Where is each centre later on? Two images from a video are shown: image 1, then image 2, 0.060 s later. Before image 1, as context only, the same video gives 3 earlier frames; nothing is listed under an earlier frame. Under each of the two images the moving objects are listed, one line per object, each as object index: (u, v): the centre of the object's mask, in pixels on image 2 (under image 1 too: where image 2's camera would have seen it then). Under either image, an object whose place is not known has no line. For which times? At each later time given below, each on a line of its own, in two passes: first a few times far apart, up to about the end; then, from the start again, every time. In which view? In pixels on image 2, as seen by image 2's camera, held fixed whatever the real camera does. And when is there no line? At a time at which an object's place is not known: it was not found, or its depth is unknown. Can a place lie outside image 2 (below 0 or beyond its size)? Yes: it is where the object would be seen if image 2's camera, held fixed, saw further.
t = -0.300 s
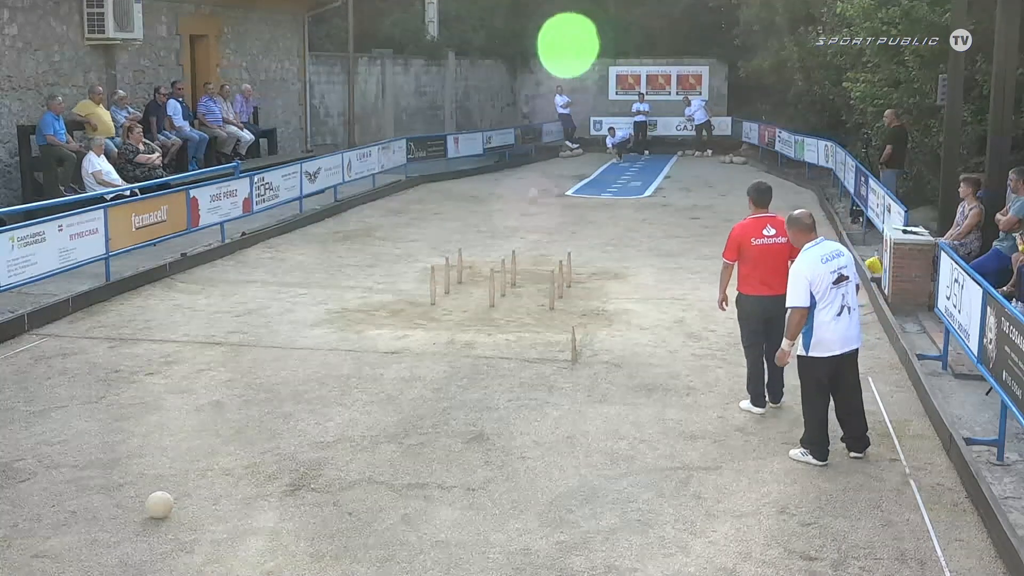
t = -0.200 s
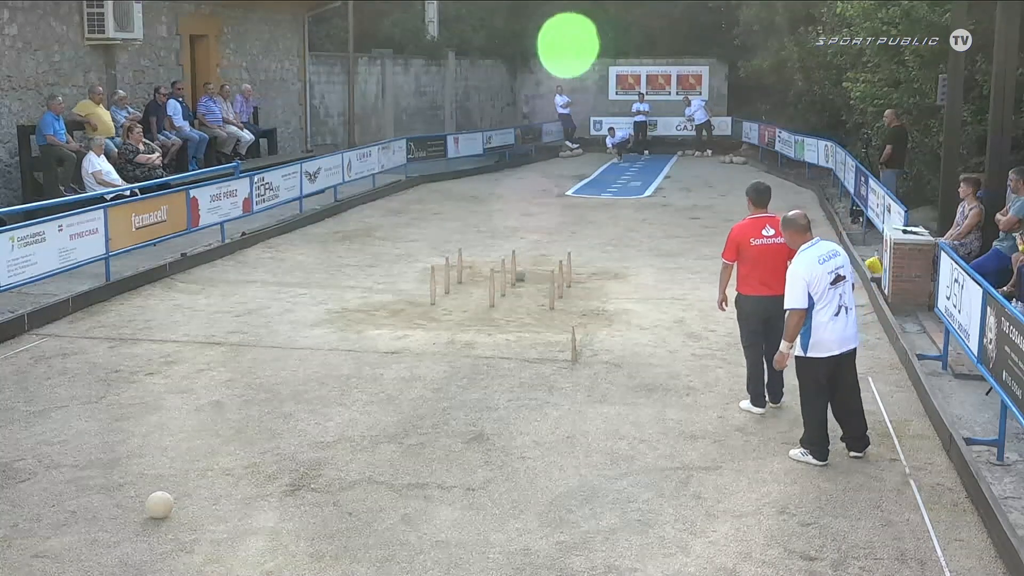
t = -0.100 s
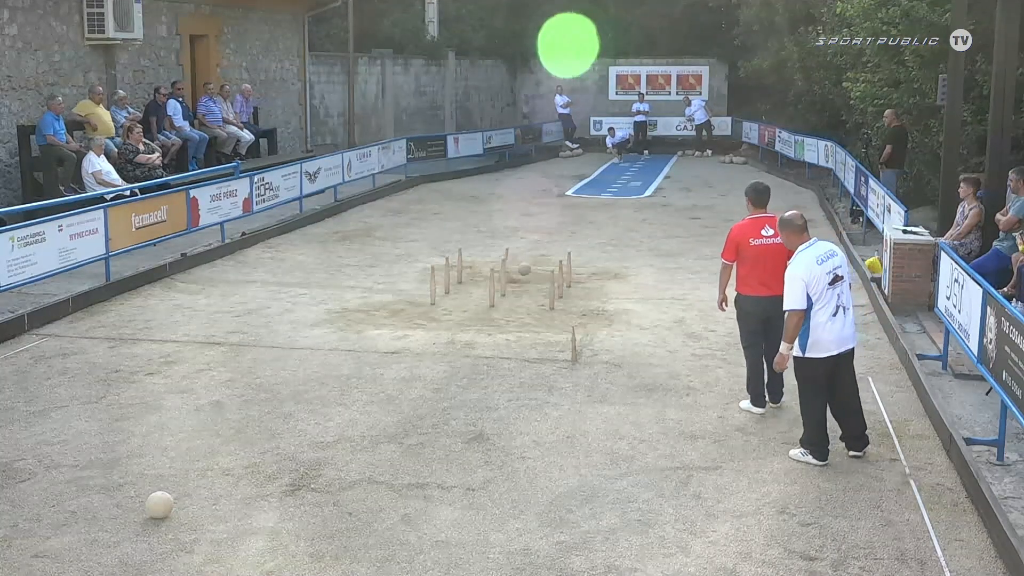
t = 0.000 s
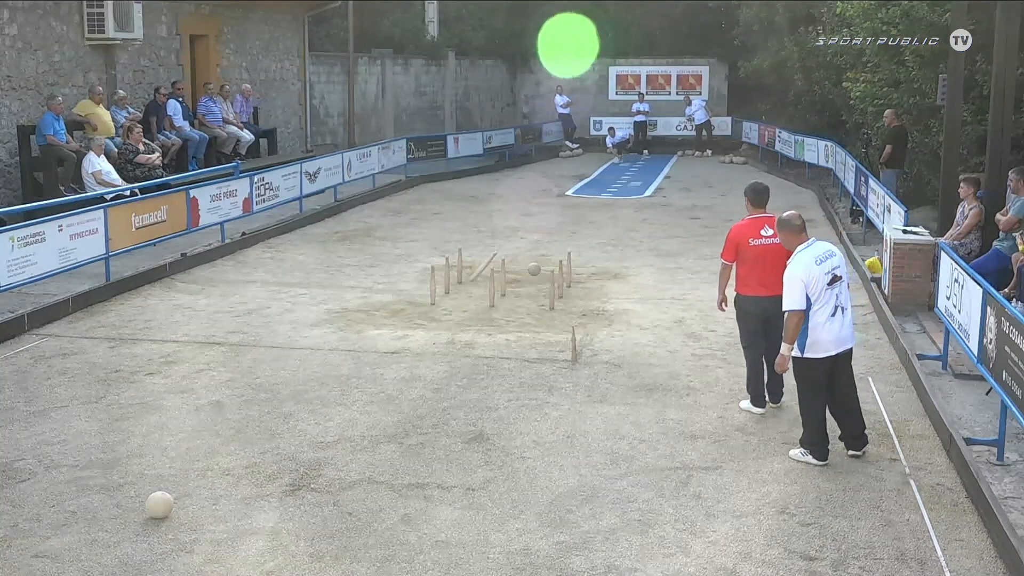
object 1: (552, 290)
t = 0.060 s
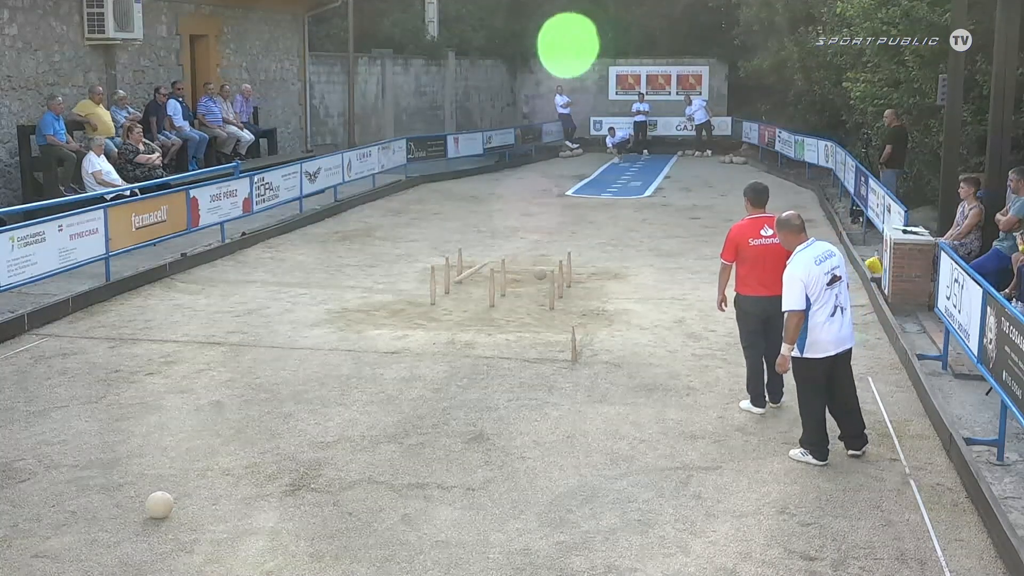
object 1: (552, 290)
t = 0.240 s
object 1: (548, 288)
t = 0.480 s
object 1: (530, 316)
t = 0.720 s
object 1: (518, 330)
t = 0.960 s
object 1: (506, 335)
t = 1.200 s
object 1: (497, 335)
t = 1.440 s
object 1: (491, 335)
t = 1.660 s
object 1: (490, 335)
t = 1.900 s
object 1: (490, 335)
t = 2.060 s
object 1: (490, 335)
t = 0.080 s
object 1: (552, 290)
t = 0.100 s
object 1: (552, 290)
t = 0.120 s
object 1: (552, 290)
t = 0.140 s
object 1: (552, 289)
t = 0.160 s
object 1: (552, 290)
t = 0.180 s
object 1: (552, 290)
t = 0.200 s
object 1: (551, 290)
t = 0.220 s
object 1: (550, 288)
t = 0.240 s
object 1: (548, 288)
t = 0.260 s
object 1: (547, 287)
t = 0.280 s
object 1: (545, 289)
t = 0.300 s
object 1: (544, 289)
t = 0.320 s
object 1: (542, 290)
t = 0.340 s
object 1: (541, 293)
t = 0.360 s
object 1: (540, 295)
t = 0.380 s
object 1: (538, 297)
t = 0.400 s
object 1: (537, 300)
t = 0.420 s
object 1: (536, 303)
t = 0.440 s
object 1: (533, 306)
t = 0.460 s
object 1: (531, 311)
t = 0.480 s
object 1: (530, 316)
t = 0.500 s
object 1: (528, 320)
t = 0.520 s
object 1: (528, 325)
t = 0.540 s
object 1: (526, 326)
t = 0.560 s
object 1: (525, 325)
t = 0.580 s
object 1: (524, 325)
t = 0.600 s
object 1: (523, 325)
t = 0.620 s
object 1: (522, 326)
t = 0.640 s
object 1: (521, 326)
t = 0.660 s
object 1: (520, 327)
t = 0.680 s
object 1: (519, 327)
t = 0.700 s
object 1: (519, 328)
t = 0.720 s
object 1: (518, 330)
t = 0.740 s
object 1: (517, 332)
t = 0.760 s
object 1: (516, 333)
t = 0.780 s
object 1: (515, 334)
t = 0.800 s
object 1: (514, 335)
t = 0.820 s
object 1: (513, 335)
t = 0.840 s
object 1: (511, 334)
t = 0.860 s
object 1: (510, 334)
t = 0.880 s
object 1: (509, 335)
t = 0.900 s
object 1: (508, 335)
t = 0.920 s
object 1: (507, 334)
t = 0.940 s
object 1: (507, 335)
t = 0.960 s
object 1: (506, 335)
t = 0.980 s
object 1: (505, 335)
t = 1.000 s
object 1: (504, 335)
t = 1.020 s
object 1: (503, 335)
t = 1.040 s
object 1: (502, 335)
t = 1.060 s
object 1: (501, 335)
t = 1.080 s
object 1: (501, 335)
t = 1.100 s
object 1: (500, 335)
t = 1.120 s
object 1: (499, 335)
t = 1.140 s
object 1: (498, 335)
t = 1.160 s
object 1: (498, 335)
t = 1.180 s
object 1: (497, 335)
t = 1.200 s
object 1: (497, 335)
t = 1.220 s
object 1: (496, 335)
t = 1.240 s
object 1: (495, 335)
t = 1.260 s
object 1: (495, 335)
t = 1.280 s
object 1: (494, 335)
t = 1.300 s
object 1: (494, 335)
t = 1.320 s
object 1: (493, 335)
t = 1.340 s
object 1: (493, 335)
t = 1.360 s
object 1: (492, 335)
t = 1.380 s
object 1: (492, 335)
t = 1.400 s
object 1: (492, 335)
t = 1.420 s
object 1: (492, 335)
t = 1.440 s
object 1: (491, 335)
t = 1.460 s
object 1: (491, 335)
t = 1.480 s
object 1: (491, 335)
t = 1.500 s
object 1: (491, 335)
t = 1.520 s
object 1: (491, 335)
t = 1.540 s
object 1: (490, 335)
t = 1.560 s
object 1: (490, 335)
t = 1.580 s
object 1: (490, 335)
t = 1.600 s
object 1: (490, 335)
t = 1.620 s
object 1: (490, 335)
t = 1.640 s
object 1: (490, 335)
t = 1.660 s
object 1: (490, 335)
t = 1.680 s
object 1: (490, 335)
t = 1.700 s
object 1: (490, 335)
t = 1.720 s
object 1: (490, 335)
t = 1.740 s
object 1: (490, 334)
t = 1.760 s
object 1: (490, 334)
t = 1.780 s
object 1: (490, 334)
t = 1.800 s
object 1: (490, 334)
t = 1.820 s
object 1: (490, 334)
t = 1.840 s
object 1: (490, 334)
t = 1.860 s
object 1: (490, 334)
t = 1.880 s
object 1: (490, 334)
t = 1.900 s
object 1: (490, 335)
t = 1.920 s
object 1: (490, 334)
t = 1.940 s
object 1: (490, 334)
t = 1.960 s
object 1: (490, 334)
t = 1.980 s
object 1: (490, 335)
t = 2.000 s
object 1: (490, 335)
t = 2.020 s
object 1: (490, 335)
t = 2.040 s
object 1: (490, 334)
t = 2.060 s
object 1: (490, 335)
